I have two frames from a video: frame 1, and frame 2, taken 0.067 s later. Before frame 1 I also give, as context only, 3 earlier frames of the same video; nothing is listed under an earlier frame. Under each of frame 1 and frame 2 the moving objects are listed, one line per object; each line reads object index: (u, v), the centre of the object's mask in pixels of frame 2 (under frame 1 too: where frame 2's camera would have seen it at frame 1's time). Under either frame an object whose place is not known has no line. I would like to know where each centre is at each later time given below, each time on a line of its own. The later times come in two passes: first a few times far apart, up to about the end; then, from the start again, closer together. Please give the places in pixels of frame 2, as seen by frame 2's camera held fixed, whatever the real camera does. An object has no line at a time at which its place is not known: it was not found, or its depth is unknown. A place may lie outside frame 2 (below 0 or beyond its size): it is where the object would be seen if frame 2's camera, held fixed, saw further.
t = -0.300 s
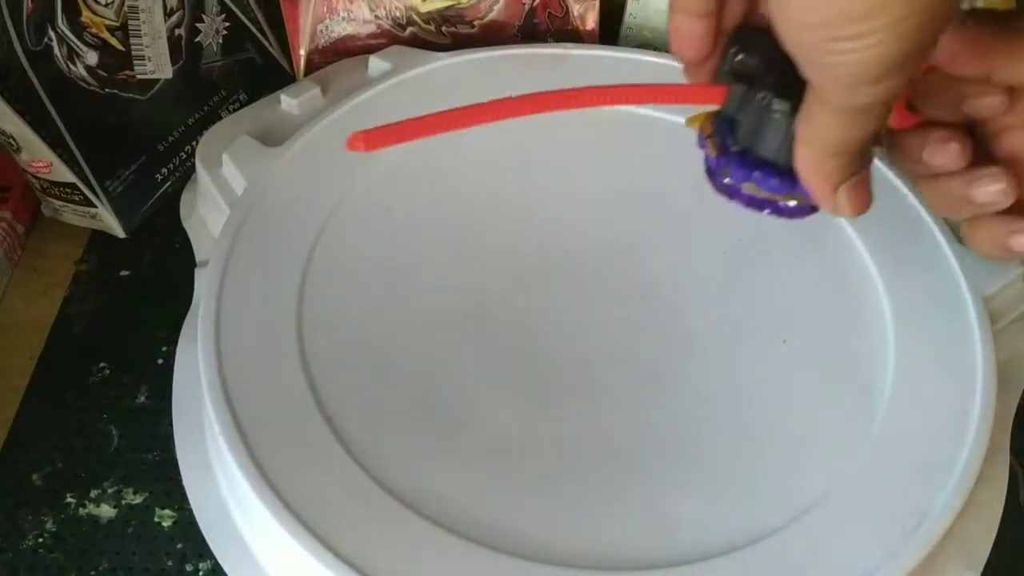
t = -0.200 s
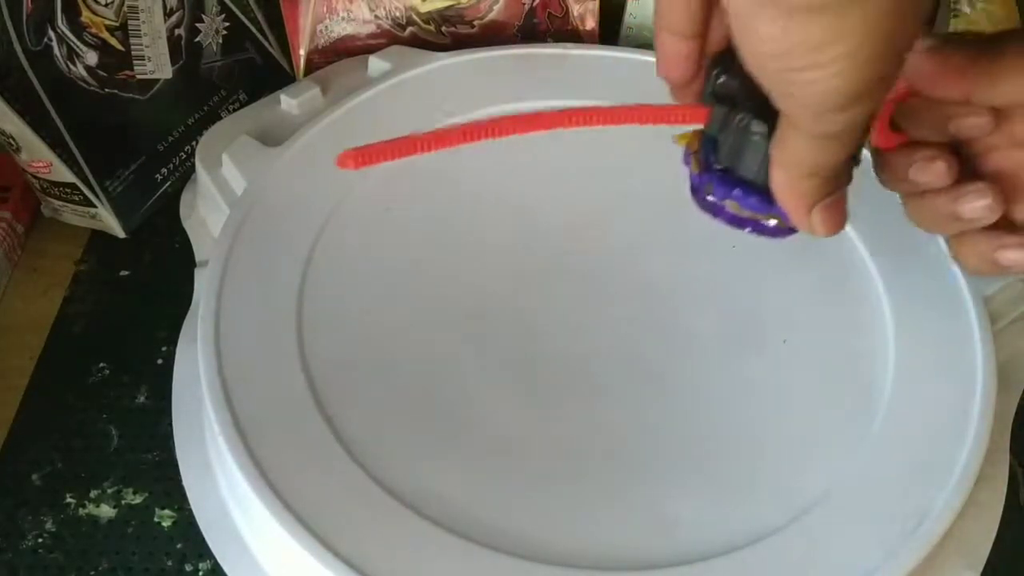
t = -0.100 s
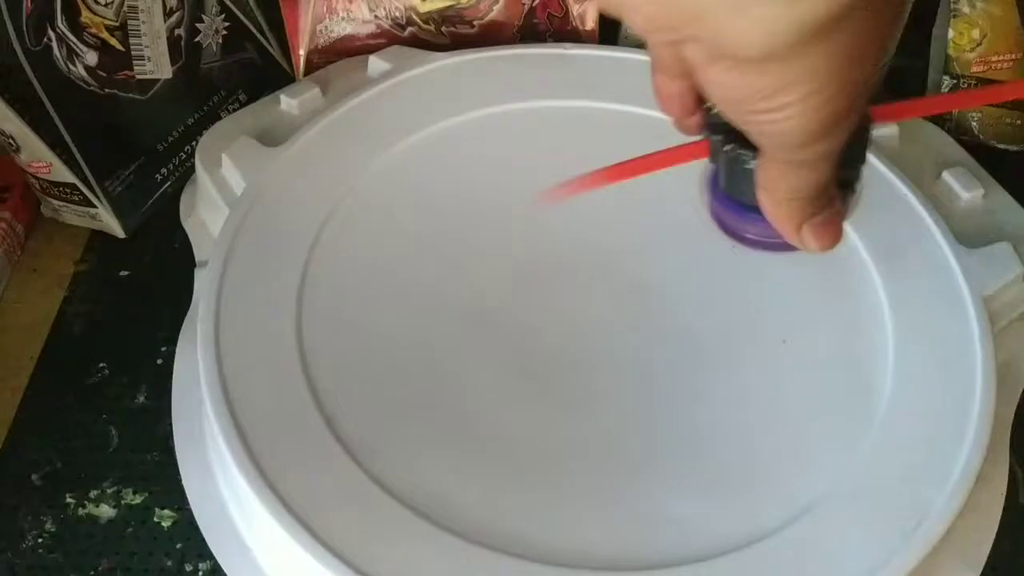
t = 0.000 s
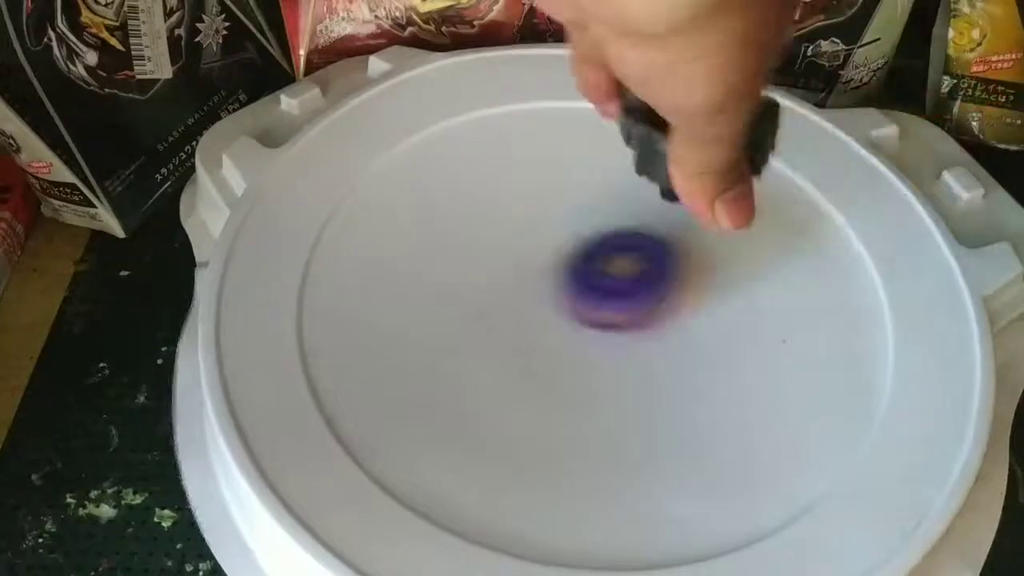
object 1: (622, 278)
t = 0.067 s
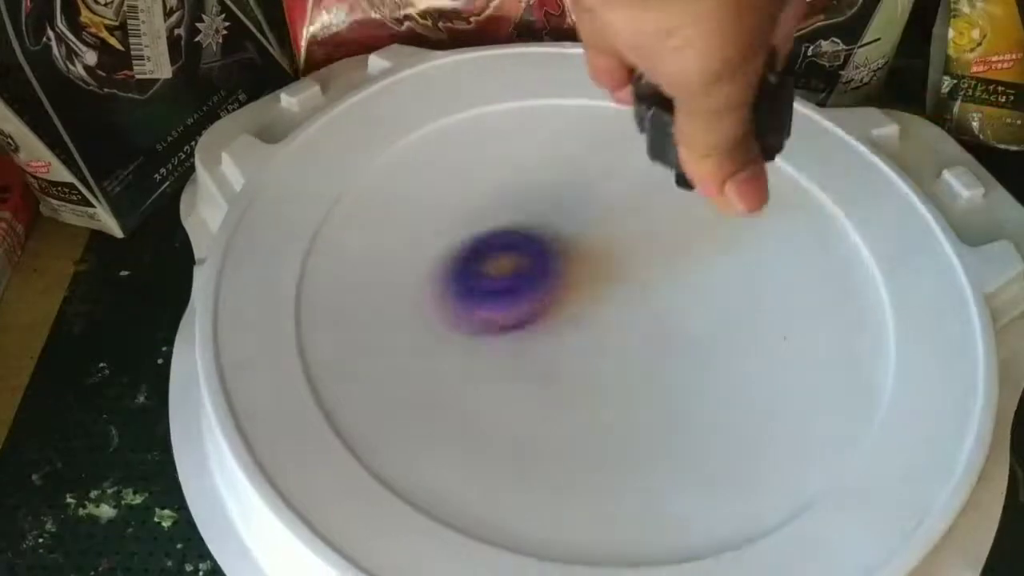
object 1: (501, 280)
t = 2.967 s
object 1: (457, 153)
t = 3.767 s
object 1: (578, 153)
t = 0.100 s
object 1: (446, 291)
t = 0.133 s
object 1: (400, 293)
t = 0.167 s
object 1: (355, 303)
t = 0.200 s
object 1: (321, 311)
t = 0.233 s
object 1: (292, 328)
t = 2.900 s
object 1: (523, 95)
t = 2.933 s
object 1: (486, 118)
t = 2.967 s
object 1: (457, 153)
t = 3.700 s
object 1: (663, 126)
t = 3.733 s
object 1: (619, 136)
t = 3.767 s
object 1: (578, 153)
